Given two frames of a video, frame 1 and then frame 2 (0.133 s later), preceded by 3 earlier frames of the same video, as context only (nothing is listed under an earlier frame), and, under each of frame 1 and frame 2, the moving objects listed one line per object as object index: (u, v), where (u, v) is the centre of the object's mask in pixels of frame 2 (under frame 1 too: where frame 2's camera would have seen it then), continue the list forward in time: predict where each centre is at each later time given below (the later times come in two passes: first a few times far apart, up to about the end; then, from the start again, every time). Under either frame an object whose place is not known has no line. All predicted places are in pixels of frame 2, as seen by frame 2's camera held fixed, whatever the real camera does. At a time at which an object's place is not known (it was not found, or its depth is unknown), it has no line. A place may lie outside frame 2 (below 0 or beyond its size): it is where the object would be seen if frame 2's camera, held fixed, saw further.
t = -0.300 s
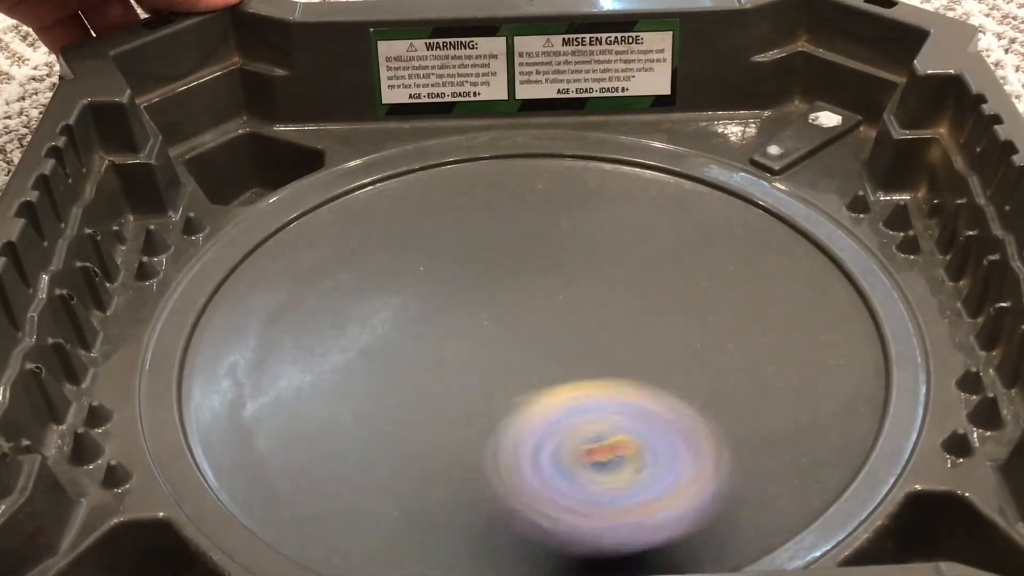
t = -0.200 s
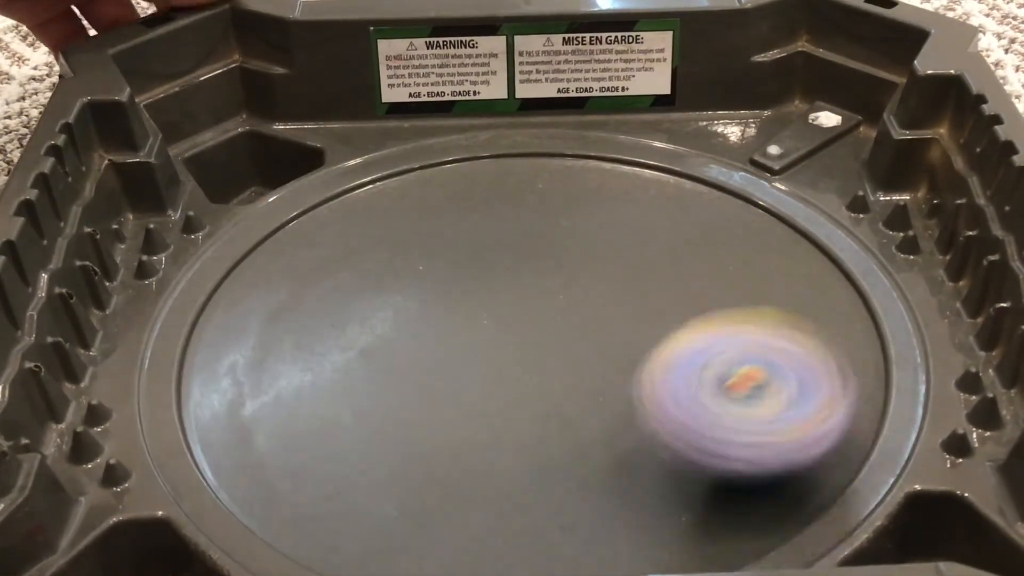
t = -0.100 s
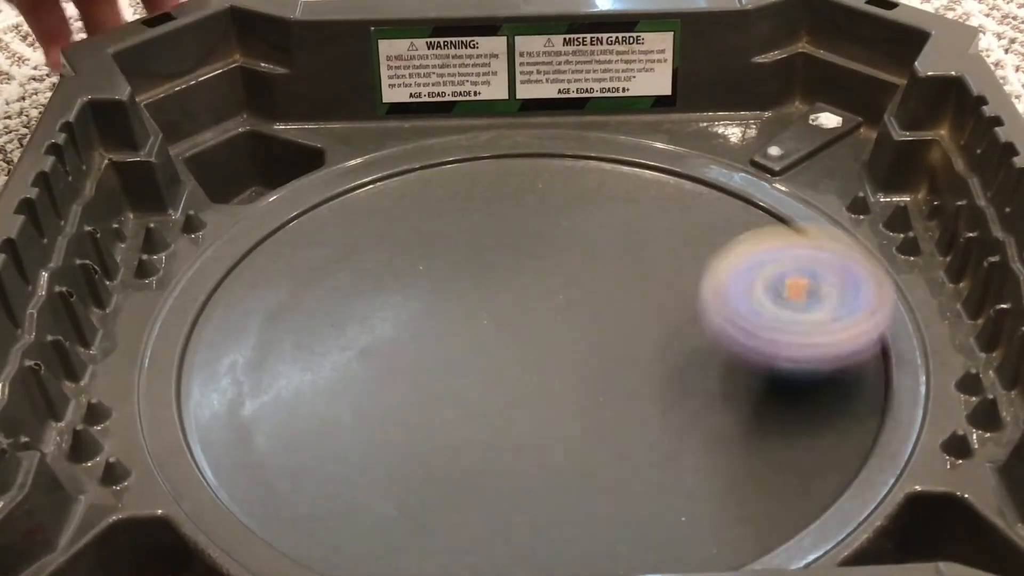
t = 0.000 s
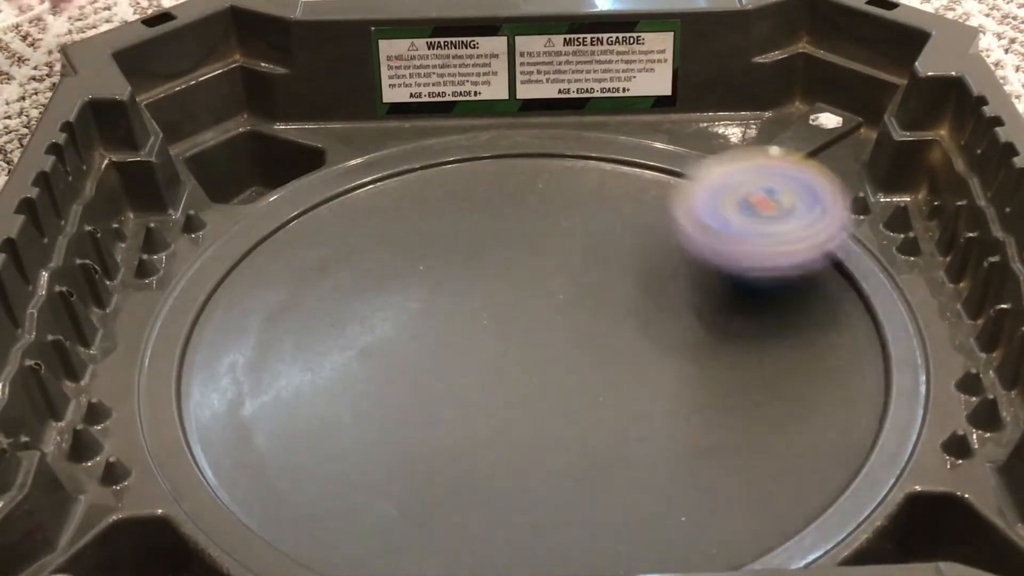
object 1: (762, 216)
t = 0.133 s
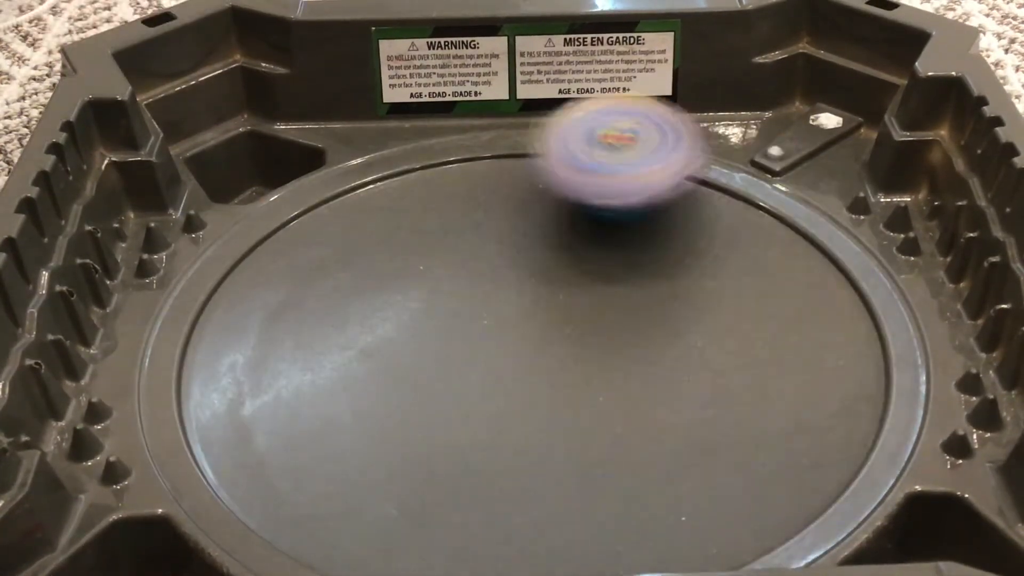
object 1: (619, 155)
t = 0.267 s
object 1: (442, 168)
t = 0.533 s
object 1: (275, 381)
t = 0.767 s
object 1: (592, 498)
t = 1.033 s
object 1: (795, 294)
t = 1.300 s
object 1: (517, 186)
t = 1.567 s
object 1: (230, 300)
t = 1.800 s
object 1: (385, 487)
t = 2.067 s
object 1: (737, 369)
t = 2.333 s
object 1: (624, 180)
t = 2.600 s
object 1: (326, 205)
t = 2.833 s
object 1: (306, 399)
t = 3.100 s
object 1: (680, 438)
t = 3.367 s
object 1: (760, 240)
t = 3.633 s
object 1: (478, 191)
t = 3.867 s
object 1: (282, 317)
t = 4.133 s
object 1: (465, 492)
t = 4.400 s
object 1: (743, 362)
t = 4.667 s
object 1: (591, 207)
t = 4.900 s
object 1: (342, 215)
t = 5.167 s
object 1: (289, 402)
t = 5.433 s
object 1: (635, 427)
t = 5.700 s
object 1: (726, 249)
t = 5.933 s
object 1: (525, 178)
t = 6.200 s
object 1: (317, 300)
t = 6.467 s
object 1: (468, 467)
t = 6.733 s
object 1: (742, 375)
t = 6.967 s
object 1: (651, 240)
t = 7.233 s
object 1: (386, 230)
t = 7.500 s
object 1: (280, 381)
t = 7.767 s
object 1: (572, 441)
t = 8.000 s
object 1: (707, 304)
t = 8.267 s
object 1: (552, 188)
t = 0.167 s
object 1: (573, 152)
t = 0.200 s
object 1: (530, 153)
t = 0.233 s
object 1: (484, 159)
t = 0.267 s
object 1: (442, 168)
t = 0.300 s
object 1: (401, 184)
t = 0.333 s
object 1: (364, 204)
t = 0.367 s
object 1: (332, 225)
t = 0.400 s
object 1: (303, 253)
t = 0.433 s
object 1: (282, 283)
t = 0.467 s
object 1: (270, 314)
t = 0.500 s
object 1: (267, 348)
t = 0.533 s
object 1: (275, 381)
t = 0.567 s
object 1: (291, 413)
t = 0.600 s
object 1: (325, 443)
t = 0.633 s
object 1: (367, 467)
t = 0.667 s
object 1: (415, 488)
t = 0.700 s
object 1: (474, 495)
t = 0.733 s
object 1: (531, 498)
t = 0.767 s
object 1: (592, 498)
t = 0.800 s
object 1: (651, 488)
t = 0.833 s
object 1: (702, 468)
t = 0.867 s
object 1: (742, 446)
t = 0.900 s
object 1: (777, 415)
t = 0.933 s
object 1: (798, 384)
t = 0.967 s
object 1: (809, 356)
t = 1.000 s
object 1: (808, 322)
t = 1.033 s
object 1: (795, 294)
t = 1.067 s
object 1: (778, 270)
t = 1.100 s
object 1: (750, 249)
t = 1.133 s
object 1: (720, 230)
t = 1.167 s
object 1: (686, 213)
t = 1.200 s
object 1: (645, 200)
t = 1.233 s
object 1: (604, 192)
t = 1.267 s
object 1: (560, 188)
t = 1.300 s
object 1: (517, 186)
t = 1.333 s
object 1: (474, 189)
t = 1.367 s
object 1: (431, 194)
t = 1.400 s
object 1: (389, 203)
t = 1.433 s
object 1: (348, 216)
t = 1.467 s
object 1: (313, 232)
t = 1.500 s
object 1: (278, 253)
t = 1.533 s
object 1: (250, 273)
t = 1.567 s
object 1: (230, 300)
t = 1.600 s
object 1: (215, 330)
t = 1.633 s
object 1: (212, 361)
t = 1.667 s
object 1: (227, 393)
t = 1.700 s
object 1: (252, 421)
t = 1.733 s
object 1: (291, 450)
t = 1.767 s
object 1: (336, 471)
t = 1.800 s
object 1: (385, 487)
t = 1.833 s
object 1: (447, 493)
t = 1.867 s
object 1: (507, 490)
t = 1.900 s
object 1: (558, 485)
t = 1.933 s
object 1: (612, 469)
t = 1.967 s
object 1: (652, 448)
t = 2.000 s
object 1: (692, 423)
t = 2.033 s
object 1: (717, 397)
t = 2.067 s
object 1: (737, 369)
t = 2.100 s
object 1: (744, 339)
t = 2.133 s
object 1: (749, 312)
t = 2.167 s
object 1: (740, 284)
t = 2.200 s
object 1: (728, 261)
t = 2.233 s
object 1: (709, 234)
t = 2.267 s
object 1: (685, 213)
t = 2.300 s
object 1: (656, 195)
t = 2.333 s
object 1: (624, 180)
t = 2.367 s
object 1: (586, 169)
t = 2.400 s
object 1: (548, 162)
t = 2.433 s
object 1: (510, 158)
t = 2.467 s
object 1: (471, 160)
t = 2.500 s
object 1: (433, 163)
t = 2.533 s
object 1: (393, 173)
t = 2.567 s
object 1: (358, 186)
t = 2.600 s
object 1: (326, 205)
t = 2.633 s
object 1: (298, 228)
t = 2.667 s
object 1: (278, 253)
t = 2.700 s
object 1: (265, 282)
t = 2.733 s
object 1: (259, 310)
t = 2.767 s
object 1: (265, 338)
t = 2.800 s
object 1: (281, 370)
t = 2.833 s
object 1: (306, 399)
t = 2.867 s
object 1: (338, 422)
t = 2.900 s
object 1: (379, 446)
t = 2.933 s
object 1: (426, 459)
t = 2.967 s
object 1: (478, 469)
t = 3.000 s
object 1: (529, 469)
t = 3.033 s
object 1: (583, 466)
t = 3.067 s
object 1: (631, 456)
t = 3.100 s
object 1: (680, 438)
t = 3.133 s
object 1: (716, 420)
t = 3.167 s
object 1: (749, 395)
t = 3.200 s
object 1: (775, 370)
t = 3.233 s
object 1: (785, 341)
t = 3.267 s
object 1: (793, 314)
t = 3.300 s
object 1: (789, 287)
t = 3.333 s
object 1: (778, 262)
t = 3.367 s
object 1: (760, 240)
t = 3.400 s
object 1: (735, 221)
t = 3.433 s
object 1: (705, 205)
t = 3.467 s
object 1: (671, 194)
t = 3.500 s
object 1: (634, 185)
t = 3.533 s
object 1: (597, 182)
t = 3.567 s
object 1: (557, 182)
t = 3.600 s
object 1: (516, 185)
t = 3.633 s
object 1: (478, 191)
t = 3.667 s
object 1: (441, 199)
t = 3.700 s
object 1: (405, 212)
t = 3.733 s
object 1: (372, 228)
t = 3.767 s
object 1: (343, 247)
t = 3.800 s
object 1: (317, 269)
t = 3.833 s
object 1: (297, 293)
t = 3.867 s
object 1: (282, 317)
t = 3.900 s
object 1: (276, 341)
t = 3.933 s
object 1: (272, 378)
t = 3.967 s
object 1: (282, 402)
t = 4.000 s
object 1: (303, 429)
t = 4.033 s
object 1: (335, 452)
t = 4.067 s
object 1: (373, 470)
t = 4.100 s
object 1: (417, 487)
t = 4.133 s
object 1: (465, 492)
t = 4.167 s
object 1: (520, 493)
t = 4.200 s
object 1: (568, 490)
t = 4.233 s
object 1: (614, 479)
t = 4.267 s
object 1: (656, 460)
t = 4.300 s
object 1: (691, 440)
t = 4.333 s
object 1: (715, 418)
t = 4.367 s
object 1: (732, 390)
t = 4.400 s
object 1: (743, 362)
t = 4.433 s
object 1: (744, 339)
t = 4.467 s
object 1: (737, 315)
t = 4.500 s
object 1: (725, 289)
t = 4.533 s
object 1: (707, 268)
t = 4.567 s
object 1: (684, 250)
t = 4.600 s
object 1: (656, 233)
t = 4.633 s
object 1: (624, 218)
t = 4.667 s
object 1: (591, 207)
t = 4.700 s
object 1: (557, 199)
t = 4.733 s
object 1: (520, 193)
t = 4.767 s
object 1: (485, 191)
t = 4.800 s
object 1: (448, 192)
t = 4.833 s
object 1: (412, 195)
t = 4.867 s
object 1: (375, 203)
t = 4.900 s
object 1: (342, 215)
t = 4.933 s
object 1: (313, 230)
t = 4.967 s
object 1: (287, 250)
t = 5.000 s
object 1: (266, 270)
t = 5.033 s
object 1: (255, 292)
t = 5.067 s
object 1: (249, 322)
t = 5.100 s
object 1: (252, 350)
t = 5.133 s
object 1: (266, 377)
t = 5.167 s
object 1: (289, 402)
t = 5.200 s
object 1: (324, 421)
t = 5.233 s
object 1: (363, 439)
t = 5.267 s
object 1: (408, 450)
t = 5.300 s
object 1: (456, 458)
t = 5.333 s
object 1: (502, 459)
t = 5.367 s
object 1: (548, 453)
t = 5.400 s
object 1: (592, 442)
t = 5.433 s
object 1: (635, 427)
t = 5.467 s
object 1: (670, 410)
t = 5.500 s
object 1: (697, 390)
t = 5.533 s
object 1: (718, 367)
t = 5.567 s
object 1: (733, 342)
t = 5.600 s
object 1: (742, 317)
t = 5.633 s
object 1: (743, 293)
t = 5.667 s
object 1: (737, 272)
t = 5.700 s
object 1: (726, 249)
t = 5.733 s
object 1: (708, 228)
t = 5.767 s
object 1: (684, 211)
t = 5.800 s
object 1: (656, 196)
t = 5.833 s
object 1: (627, 186)
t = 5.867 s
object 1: (594, 181)
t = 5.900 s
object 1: (560, 178)
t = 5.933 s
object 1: (525, 178)
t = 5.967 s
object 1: (488, 184)
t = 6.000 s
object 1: (455, 192)
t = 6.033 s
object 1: (424, 203)
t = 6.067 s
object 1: (395, 217)
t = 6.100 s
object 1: (369, 235)
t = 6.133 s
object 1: (347, 255)
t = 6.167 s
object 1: (328, 276)
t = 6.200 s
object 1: (317, 300)
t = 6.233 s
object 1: (311, 325)
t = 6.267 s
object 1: (314, 350)
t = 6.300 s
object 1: (322, 376)
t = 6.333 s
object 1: (338, 401)
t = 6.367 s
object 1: (361, 423)
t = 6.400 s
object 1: (390, 441)
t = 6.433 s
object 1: (427, 456)
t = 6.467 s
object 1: (468, 467)
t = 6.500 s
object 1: (510, 474)
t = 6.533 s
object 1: (554, 474)
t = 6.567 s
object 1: (599, 468)
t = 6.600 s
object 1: (639, 457)
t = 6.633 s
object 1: (675, 439)
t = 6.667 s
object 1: (705, 419)
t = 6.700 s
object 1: (728, 397)
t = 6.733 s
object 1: (742, 375)
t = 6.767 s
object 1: (748, 350)
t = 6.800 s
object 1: (747, 329)
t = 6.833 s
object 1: (738, 307)
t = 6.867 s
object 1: (724, 287)
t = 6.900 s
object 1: (704, 269)
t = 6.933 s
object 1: (679, 252)
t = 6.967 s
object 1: (651, 240)
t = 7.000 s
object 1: (621, 229)
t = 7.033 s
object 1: (588, 222)
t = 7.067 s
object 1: (553, 217)
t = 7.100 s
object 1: (518, 215)
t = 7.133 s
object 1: (485, 215)
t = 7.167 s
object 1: (451, 217)
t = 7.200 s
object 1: (417, 222)
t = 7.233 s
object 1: (386, 230)
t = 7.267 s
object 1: (355, 240)
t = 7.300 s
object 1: (328, 254)
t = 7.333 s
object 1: (306, 271)
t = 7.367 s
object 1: (286, 291)
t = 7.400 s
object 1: (273, 313)
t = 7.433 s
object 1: (266, 335)
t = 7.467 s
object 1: (268, 356)
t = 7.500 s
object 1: (280, 381)
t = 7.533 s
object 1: (301, 404)
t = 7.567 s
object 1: (331, 423)
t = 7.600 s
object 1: (364, 440)
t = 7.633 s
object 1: (406, 450)
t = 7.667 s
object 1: (447, 456)
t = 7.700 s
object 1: (490, 456)
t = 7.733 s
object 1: (531, 450)
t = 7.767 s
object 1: (572, 441)
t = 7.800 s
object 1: (608, 427)
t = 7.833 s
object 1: (638, 410)
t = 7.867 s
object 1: (664, 391)
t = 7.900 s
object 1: (684, 371)
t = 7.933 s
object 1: (698, 349)
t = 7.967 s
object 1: (706, 326)
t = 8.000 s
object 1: (707, 304)
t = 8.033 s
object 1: (702, 283)
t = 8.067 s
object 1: (694, 261)
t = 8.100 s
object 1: (680, 245)
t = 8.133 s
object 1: (661, 228)
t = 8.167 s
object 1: (639, 212)
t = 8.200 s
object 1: (612, 201)
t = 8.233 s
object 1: (583, 193)
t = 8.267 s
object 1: (552, 188)
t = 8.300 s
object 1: (521, 186)
